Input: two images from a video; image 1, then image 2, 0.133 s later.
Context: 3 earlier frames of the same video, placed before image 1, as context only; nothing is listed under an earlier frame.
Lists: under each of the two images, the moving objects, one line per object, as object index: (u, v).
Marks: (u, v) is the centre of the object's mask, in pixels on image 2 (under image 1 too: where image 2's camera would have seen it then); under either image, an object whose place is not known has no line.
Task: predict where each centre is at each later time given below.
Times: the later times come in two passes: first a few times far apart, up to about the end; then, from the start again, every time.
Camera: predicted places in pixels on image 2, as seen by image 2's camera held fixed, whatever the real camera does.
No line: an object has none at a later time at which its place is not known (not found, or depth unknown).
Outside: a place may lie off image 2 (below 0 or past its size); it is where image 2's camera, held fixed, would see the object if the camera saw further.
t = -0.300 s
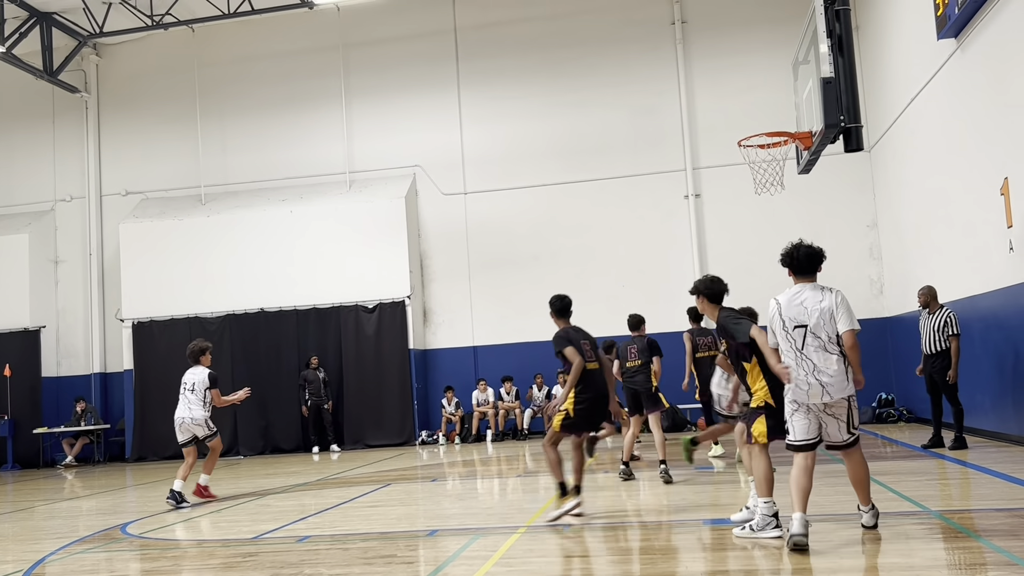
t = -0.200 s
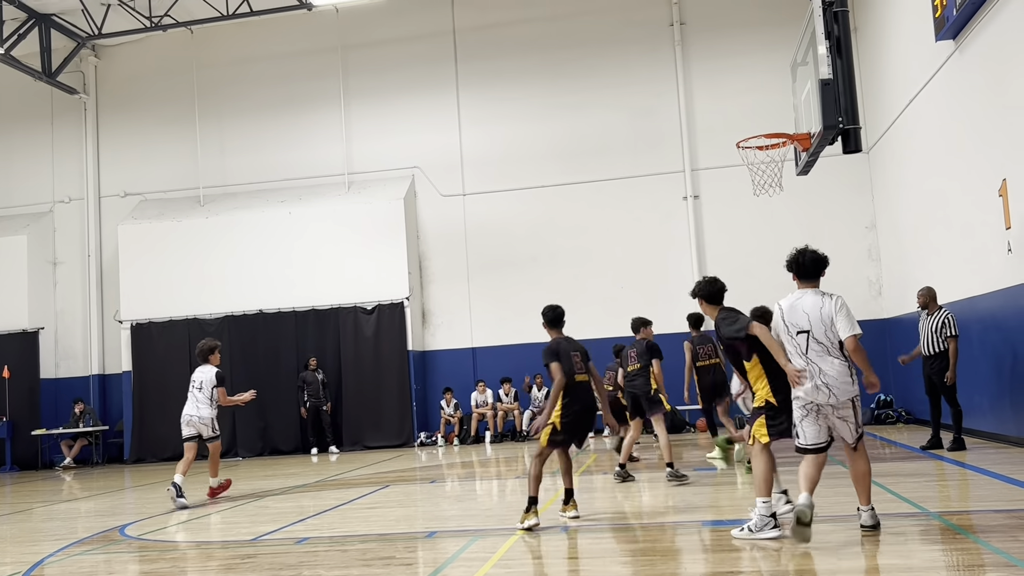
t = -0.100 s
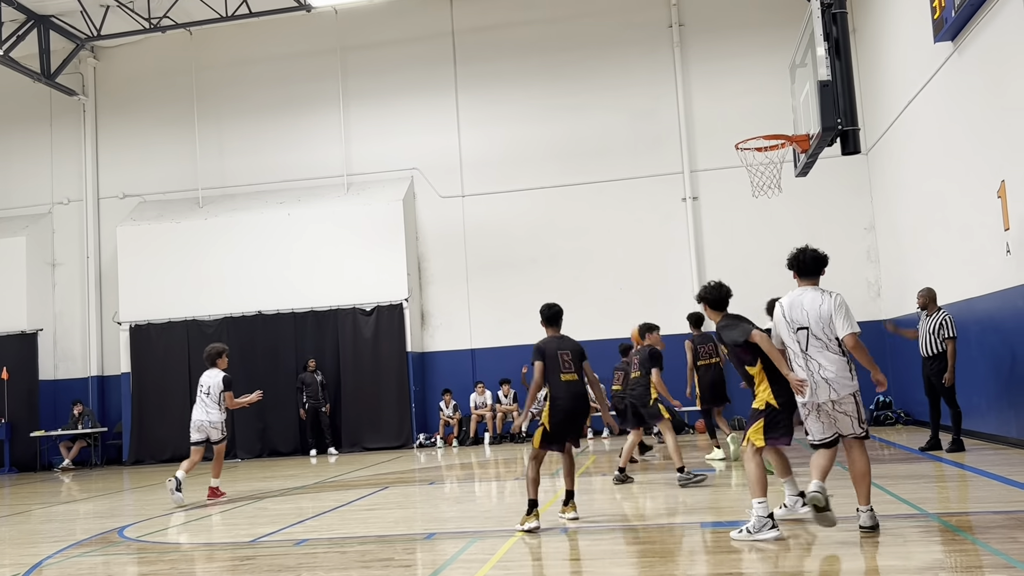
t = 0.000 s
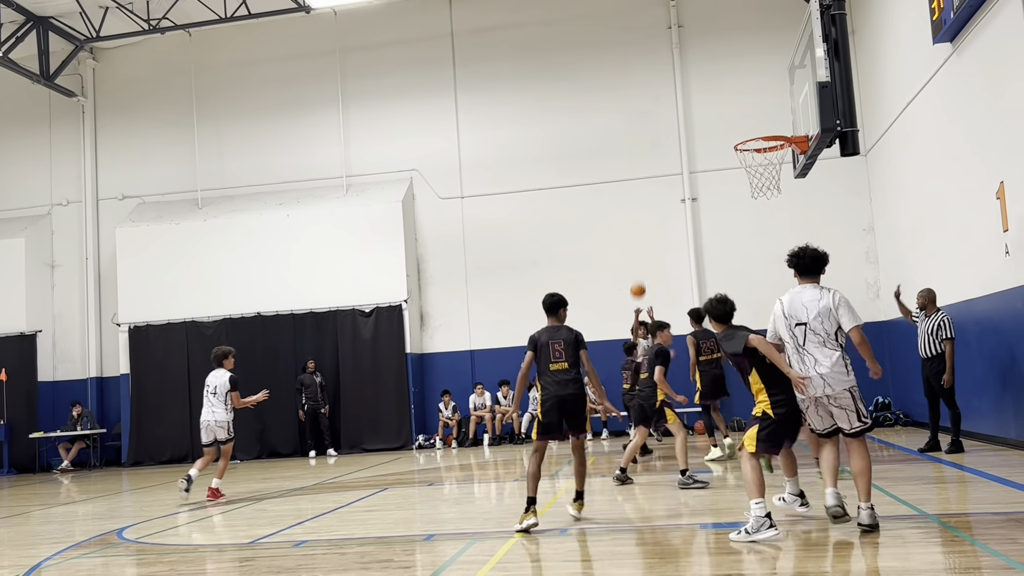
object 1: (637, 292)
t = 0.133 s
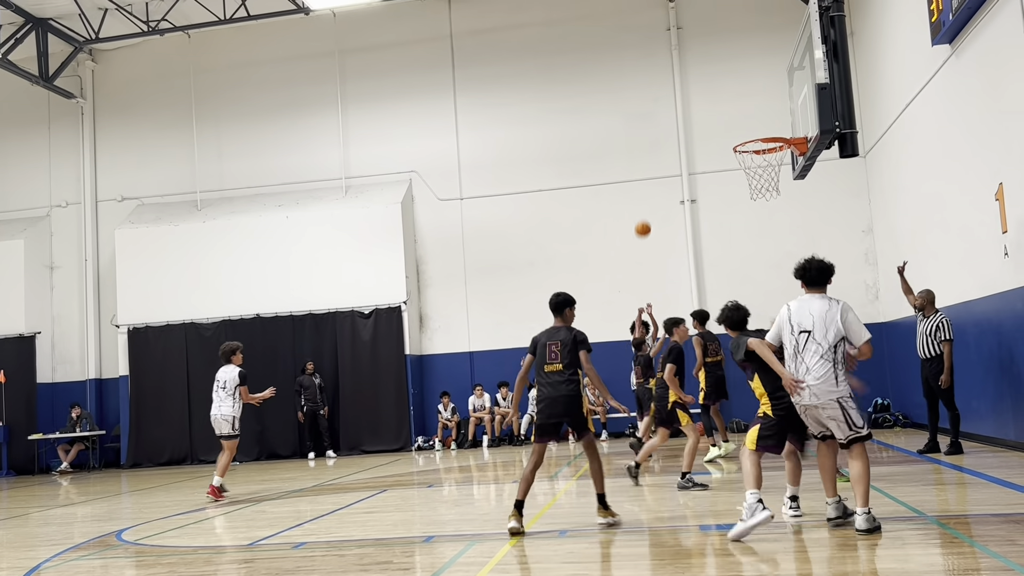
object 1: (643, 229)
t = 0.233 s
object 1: (648, 188)
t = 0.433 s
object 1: (661, 118)
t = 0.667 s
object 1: (681, 66)
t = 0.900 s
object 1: (709, 52)
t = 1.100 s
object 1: (740, 78)
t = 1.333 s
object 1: (762, 131)
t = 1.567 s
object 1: (693, 103)
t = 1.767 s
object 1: (642, 122)
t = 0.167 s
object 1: (644, 215)
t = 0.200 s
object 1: (646, 201)
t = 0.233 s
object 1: (648, 188)
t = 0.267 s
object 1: (650, 175)
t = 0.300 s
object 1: (652, 162)
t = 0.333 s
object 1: (654, 150)
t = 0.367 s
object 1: (656, 139)
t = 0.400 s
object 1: (659, 128)
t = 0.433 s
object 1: (661, 118)
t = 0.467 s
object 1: (663, 109)
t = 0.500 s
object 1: (666, 100)
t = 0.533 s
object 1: (669, 92)
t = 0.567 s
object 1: (672, 84)
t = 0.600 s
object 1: (675, 78)
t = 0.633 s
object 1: (678, 72)
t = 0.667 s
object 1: (681, 66)
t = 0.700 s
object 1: (685, 62)
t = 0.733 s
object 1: (688, 58)
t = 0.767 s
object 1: (692, 55)
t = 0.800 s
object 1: (696, 53)
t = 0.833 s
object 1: (700, 51)
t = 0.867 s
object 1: (704, 51)
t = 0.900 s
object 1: (709, 52)
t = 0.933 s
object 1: (713, 53)
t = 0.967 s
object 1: (718, 56)
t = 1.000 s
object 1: (723, 60)
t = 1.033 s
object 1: (728, 65)
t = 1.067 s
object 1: (734, 71)
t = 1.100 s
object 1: (740, 78)
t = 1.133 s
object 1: (746, 87)
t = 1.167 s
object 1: (752, 97)
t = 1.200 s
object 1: (759, 108)
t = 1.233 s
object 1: (766, 121)
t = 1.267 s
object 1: (773, 131)
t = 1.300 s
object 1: (769, 131)
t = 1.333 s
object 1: (762, 131)
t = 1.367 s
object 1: (751, 126)
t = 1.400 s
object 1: (741, 119)
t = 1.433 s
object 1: (732, 114)
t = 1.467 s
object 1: (722, 110)
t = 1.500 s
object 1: (713, 106)
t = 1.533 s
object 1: (702, 104)
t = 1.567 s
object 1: (693, 103)
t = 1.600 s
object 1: (683, 104)
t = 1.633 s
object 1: (675, 105)
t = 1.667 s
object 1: (665, 108)
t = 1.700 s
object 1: (657, 111)
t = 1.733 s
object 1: (649, 116)
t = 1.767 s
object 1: (642, 122)
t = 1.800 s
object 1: (633, 129)
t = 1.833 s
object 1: (625, 137)
